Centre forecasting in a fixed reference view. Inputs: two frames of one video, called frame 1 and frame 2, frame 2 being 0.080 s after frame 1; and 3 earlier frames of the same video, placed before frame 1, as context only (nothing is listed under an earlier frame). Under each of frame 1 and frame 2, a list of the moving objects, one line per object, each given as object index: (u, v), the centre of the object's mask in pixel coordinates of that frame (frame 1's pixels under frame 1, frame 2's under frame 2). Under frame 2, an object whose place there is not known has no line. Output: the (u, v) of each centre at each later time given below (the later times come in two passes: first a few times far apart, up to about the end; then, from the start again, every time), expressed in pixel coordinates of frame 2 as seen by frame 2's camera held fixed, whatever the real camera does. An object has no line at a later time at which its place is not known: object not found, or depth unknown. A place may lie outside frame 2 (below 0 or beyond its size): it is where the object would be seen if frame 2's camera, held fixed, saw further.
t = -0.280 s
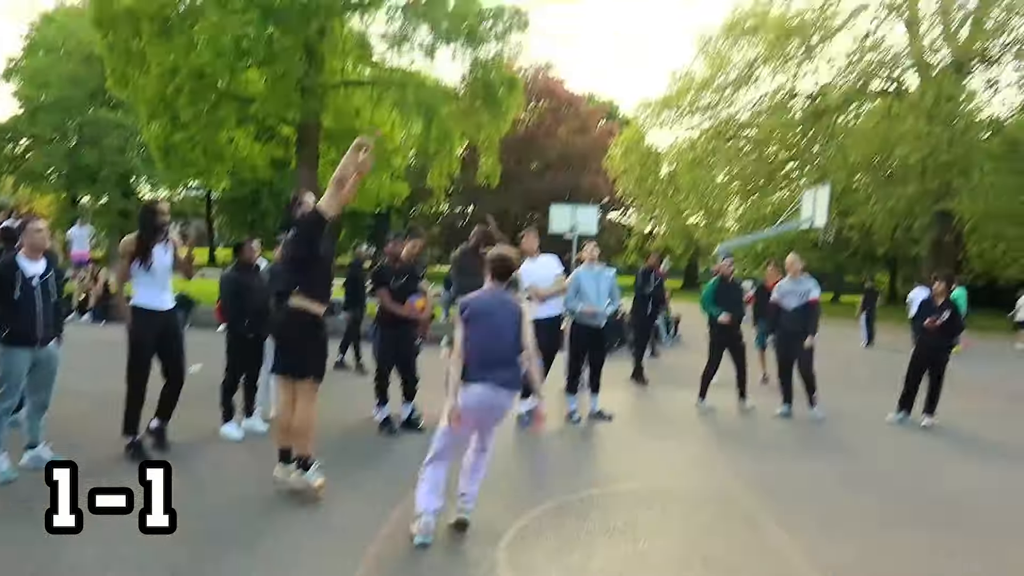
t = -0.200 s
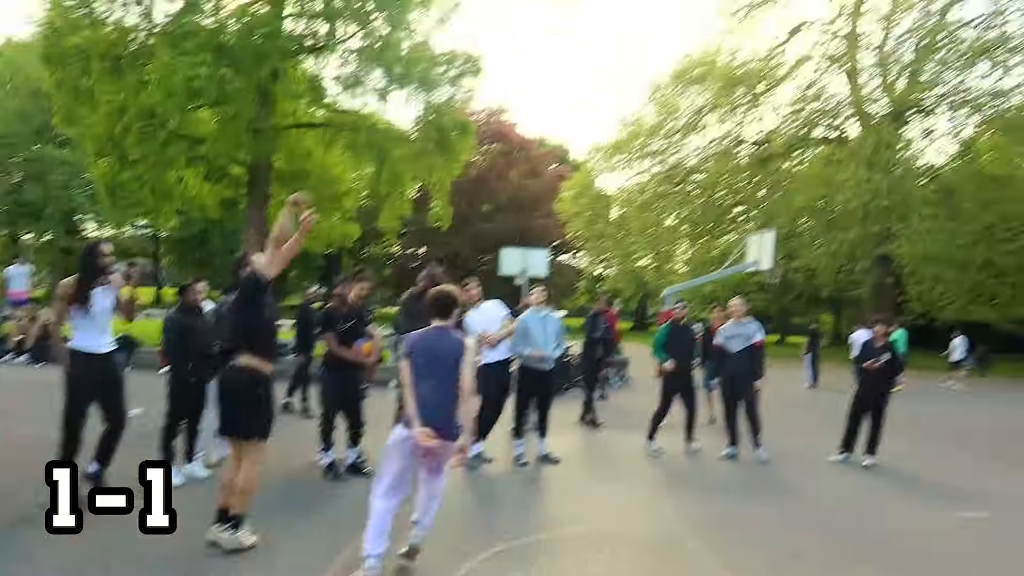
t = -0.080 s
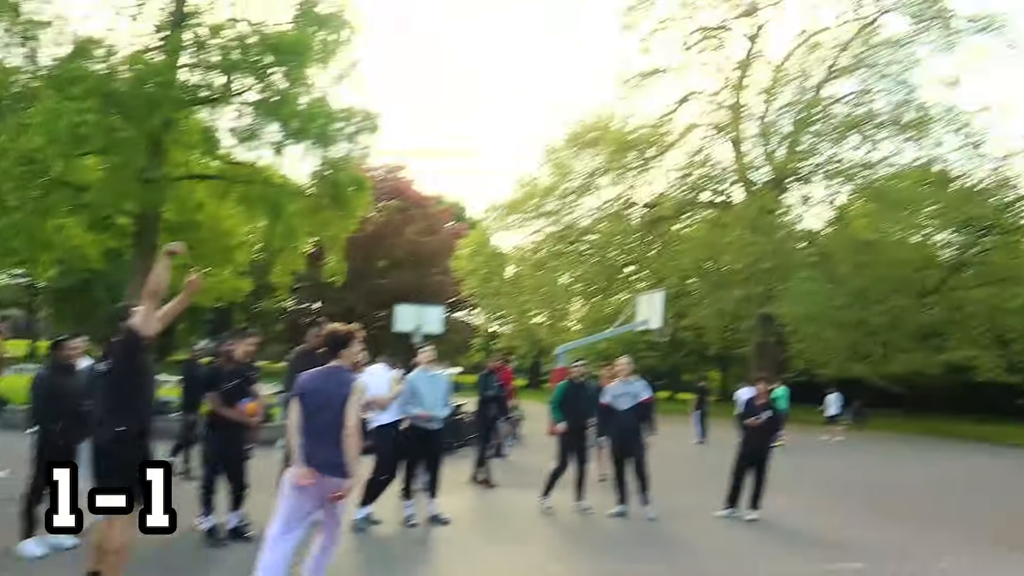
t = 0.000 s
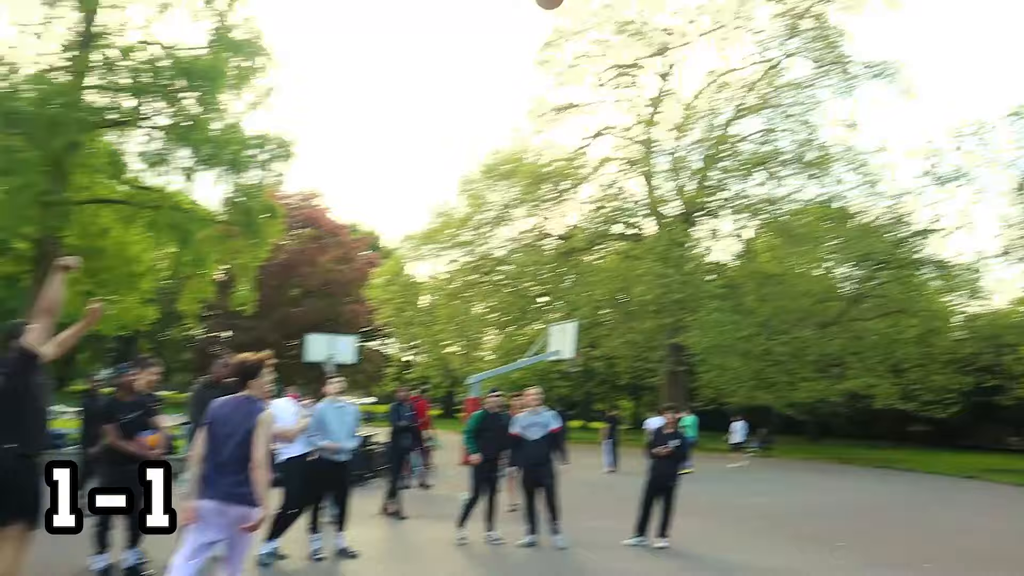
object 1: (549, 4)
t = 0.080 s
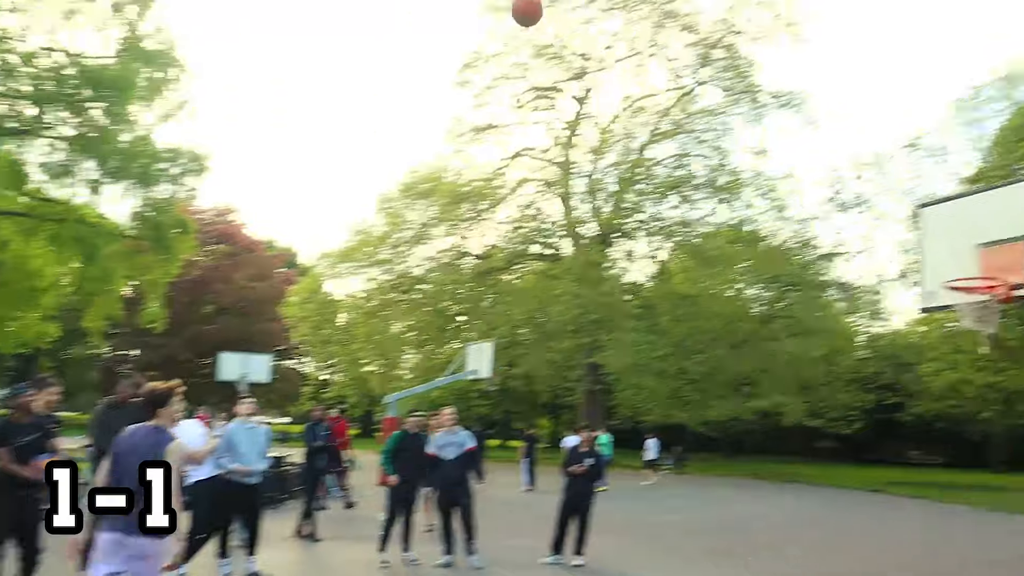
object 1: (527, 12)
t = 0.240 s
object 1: (634, 24)
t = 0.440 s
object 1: (751, 81)
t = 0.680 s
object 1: (880, 200)
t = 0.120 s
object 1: (556, 10)
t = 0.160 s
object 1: (583, 12)
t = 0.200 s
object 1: (609, 16)
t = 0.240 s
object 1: (634, 24)
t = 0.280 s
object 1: (658, 32)
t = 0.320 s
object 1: (682, 40)
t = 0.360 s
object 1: (705, 53)
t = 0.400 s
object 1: (728, 65)
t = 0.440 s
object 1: (751, 81)
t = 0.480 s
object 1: (774, 96)
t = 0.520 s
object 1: (796, 113)
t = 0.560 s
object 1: (817, 133)
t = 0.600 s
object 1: (838, 154)
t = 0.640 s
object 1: (860, 175)
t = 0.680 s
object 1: (880, 200)
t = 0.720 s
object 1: (902, 225)
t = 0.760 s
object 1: (922, 252)
